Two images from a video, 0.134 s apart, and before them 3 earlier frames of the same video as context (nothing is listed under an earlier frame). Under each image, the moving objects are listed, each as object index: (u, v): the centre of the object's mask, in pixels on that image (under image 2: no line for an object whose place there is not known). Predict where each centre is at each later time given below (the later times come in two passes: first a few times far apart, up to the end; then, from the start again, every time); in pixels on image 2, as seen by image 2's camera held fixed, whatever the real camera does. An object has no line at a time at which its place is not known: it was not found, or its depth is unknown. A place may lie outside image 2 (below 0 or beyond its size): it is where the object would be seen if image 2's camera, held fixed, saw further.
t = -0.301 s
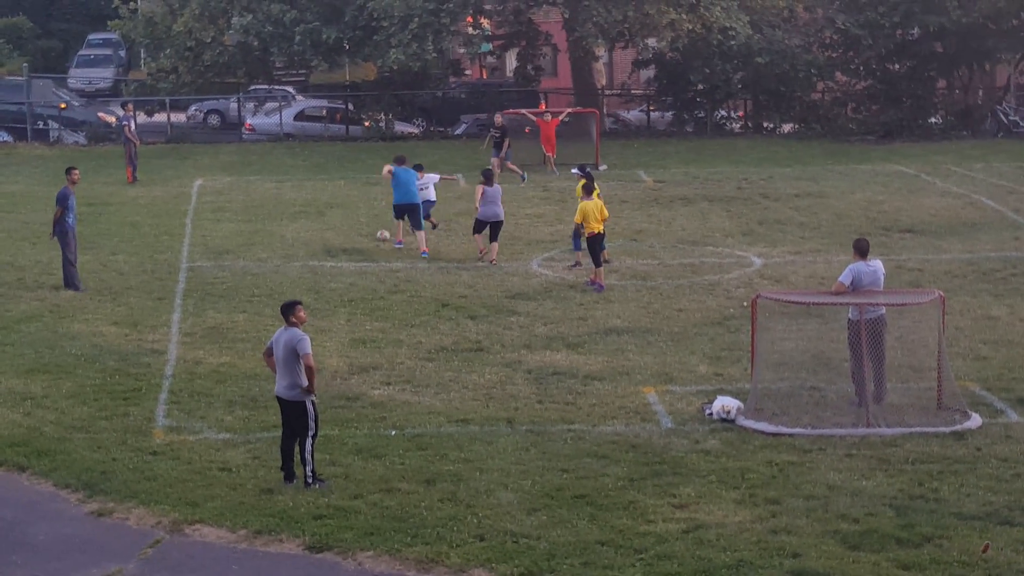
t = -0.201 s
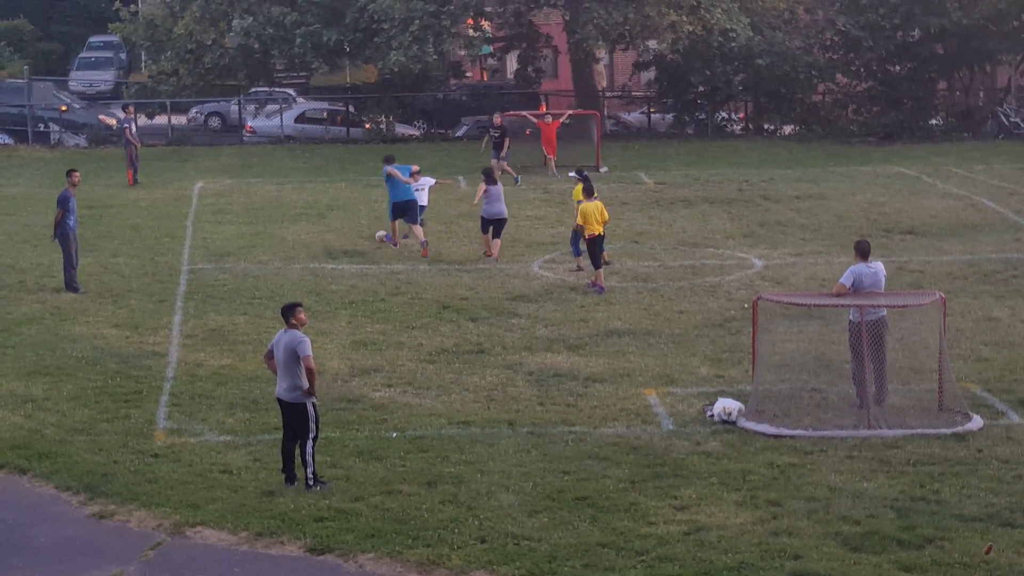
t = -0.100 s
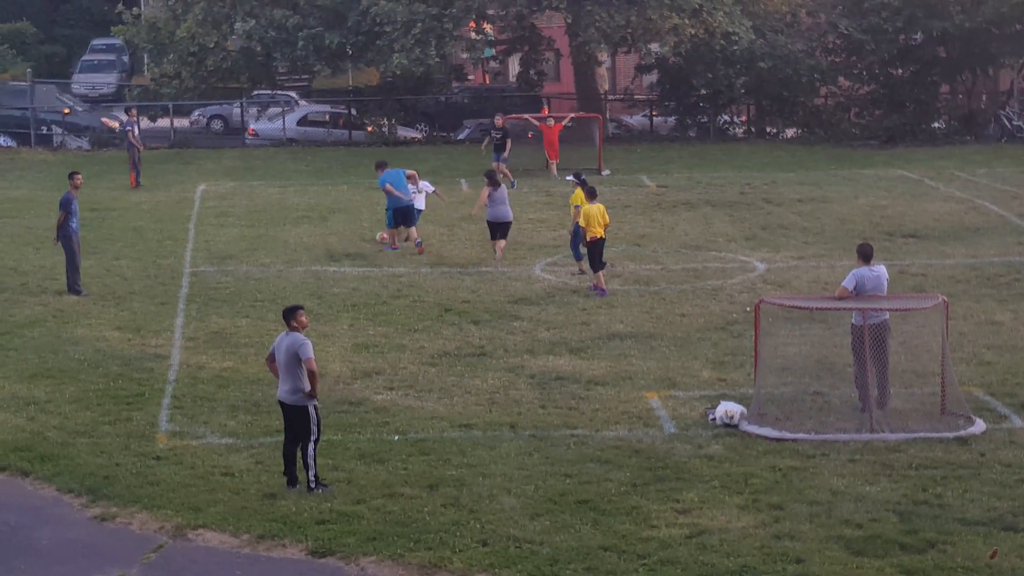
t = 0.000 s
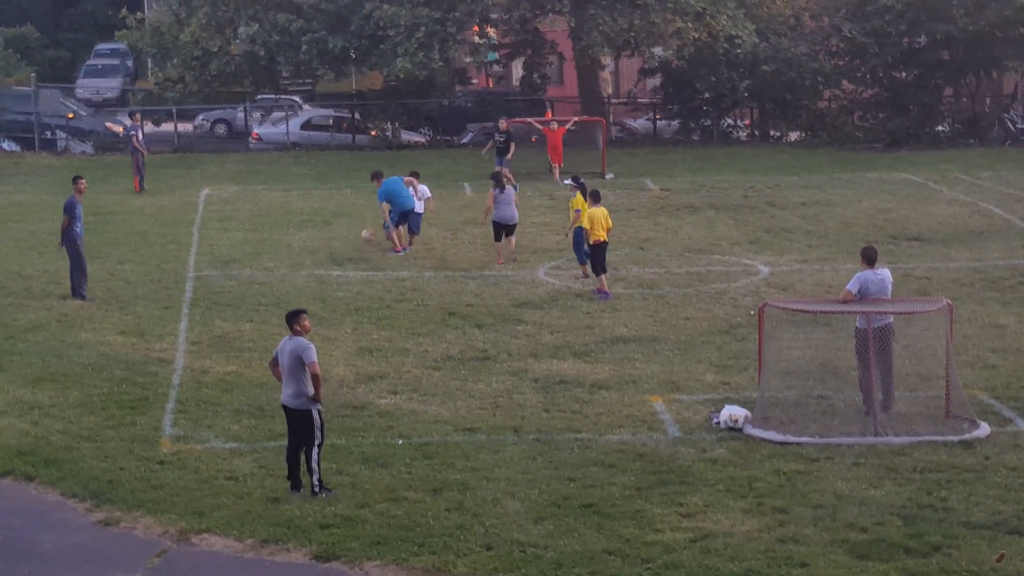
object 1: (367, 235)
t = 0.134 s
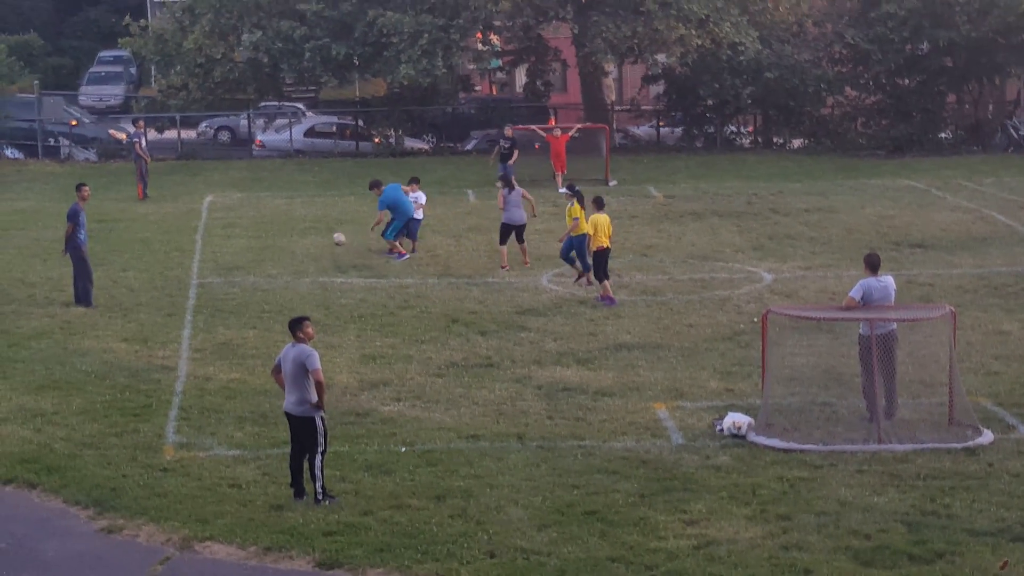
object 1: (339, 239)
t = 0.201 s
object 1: (322, 242)
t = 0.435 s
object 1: (262, 275)
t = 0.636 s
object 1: (207, 330)
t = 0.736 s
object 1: (191, 322)
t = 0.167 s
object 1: (331, 240)
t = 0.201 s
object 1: (322, 242)
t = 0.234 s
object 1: (314, 244)
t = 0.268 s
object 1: (306, 248)
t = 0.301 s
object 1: (297, 252)
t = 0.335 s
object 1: (289, 256)
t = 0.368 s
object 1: (280, 262)
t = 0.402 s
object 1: (272, 268)
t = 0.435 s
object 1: (262, 275)
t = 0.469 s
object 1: (253, 284)
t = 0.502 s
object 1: (244, 293)
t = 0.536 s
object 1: (233, 299)
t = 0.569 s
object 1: (225, 311)
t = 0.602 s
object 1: (214, 324)
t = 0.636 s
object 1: (207, 330)
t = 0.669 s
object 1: (202, 327)
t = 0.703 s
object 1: (197, 325)
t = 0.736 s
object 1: (191, 322)
